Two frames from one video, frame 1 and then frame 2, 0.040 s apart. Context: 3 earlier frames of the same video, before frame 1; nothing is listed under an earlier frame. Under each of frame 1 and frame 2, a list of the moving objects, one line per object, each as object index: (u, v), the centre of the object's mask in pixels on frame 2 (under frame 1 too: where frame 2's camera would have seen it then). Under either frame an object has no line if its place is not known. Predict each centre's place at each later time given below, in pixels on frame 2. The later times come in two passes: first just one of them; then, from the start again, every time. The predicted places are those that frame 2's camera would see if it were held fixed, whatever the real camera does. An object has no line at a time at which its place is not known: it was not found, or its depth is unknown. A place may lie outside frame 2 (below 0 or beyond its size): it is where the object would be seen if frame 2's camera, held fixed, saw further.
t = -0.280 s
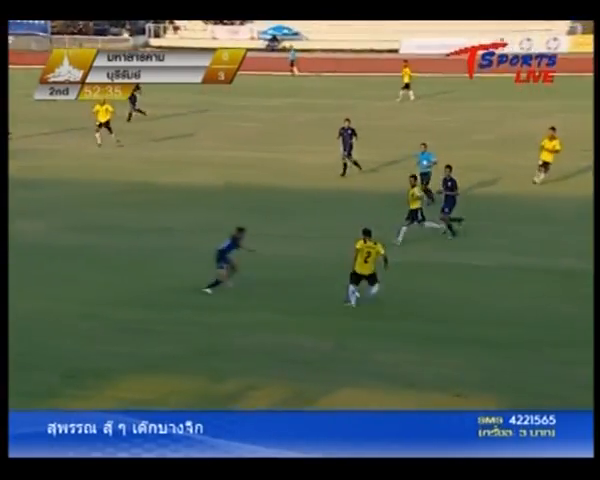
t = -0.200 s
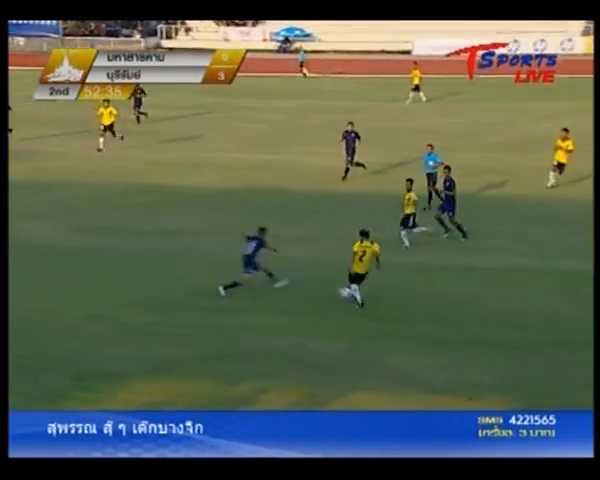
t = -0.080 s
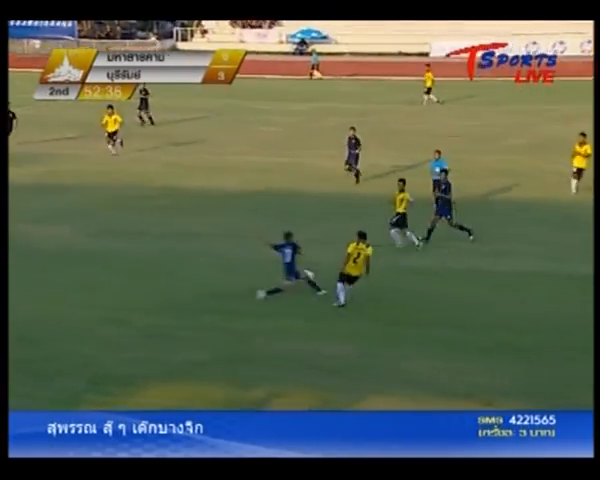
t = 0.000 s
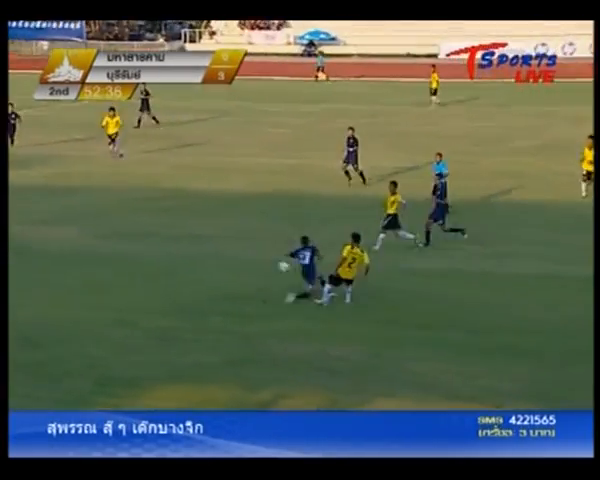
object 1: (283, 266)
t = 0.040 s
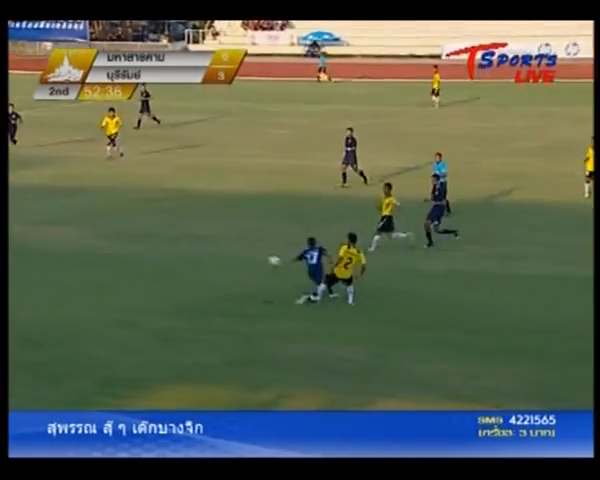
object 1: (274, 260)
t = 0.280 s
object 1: (231, 238)
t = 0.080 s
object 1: (265, 255)
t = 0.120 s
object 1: (256, 251)
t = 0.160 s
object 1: (247, 247)
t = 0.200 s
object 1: (240, 246)
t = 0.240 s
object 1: (235, 242)
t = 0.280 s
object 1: (231, 238)
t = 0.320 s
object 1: (226, 235)
